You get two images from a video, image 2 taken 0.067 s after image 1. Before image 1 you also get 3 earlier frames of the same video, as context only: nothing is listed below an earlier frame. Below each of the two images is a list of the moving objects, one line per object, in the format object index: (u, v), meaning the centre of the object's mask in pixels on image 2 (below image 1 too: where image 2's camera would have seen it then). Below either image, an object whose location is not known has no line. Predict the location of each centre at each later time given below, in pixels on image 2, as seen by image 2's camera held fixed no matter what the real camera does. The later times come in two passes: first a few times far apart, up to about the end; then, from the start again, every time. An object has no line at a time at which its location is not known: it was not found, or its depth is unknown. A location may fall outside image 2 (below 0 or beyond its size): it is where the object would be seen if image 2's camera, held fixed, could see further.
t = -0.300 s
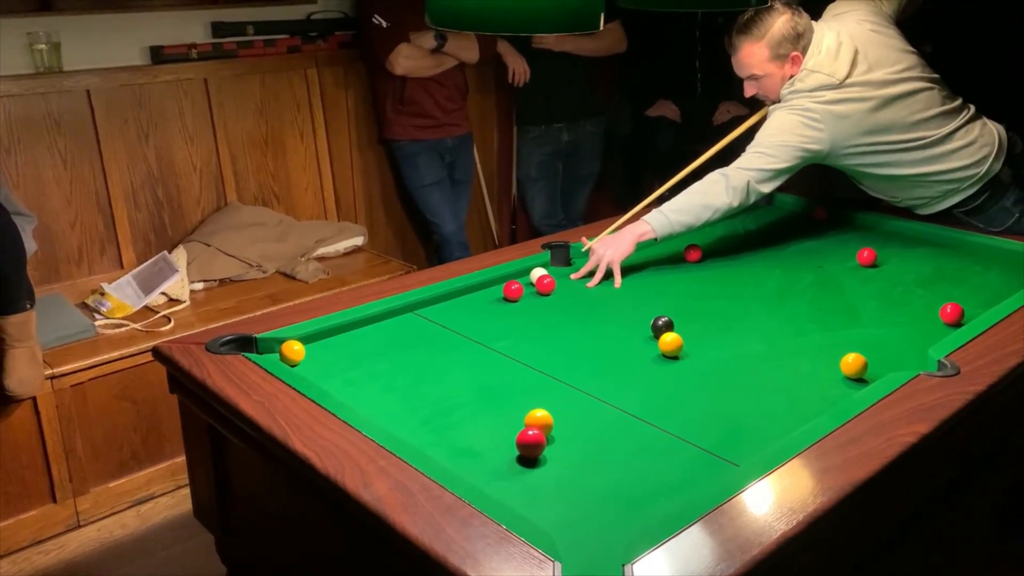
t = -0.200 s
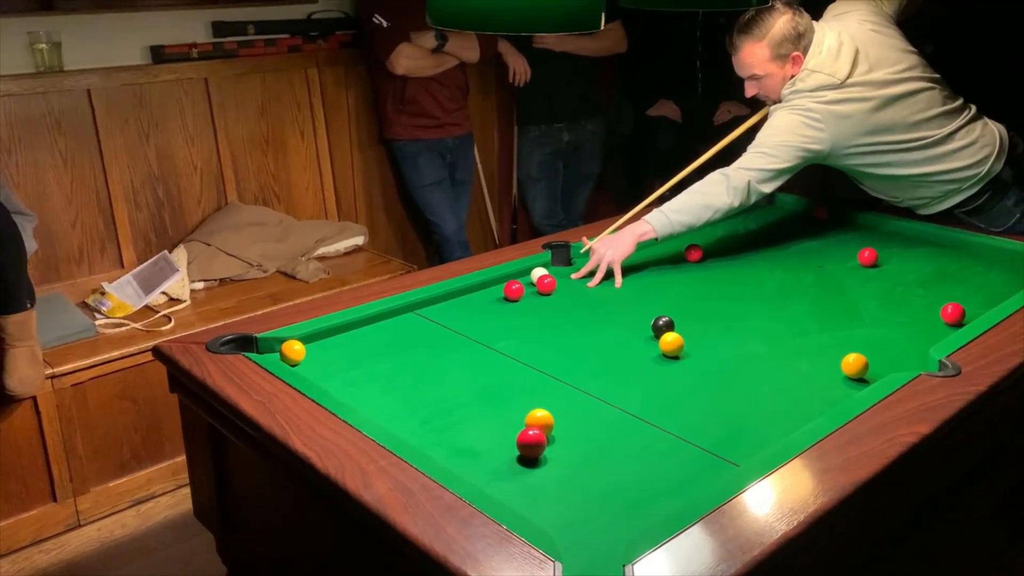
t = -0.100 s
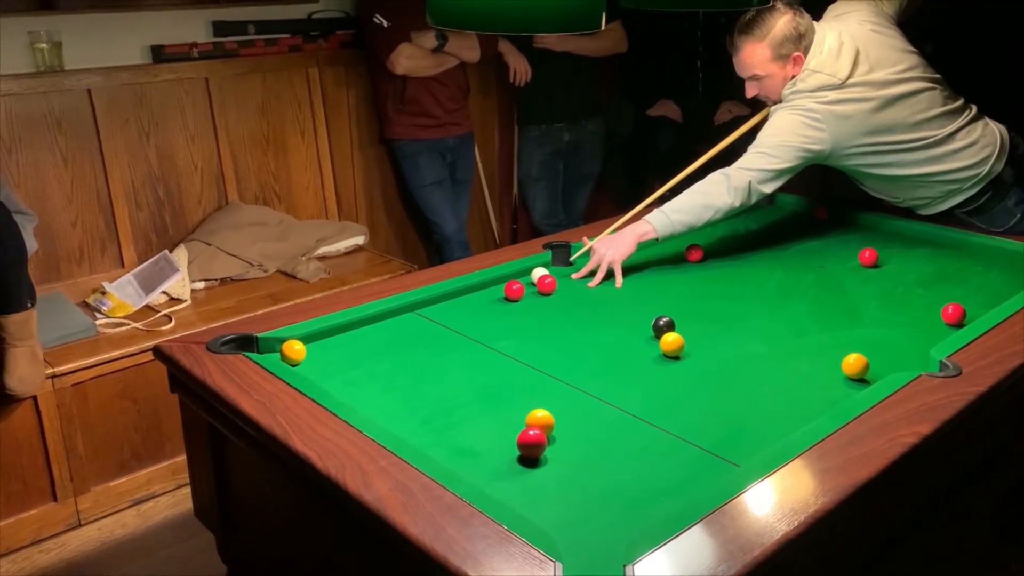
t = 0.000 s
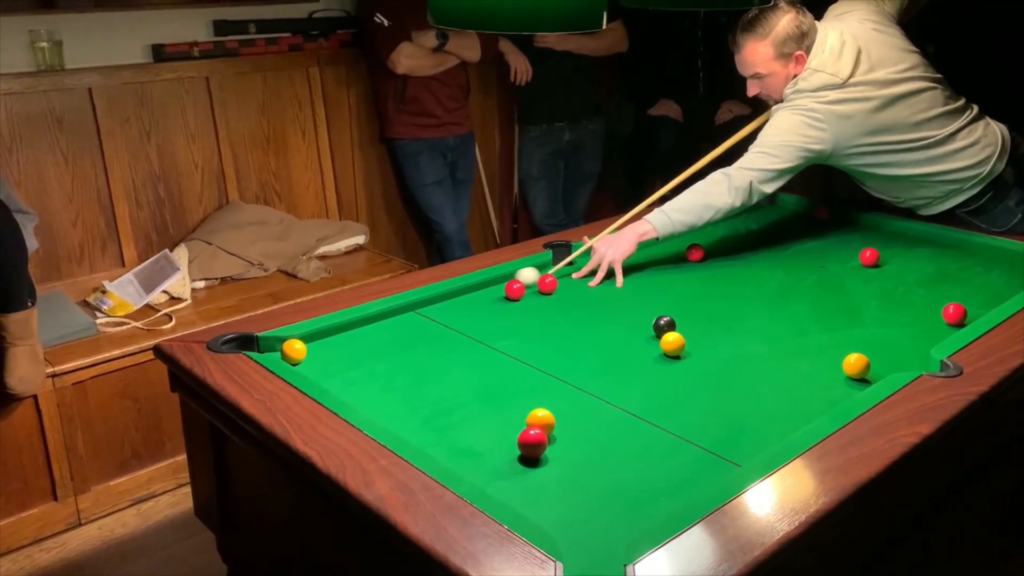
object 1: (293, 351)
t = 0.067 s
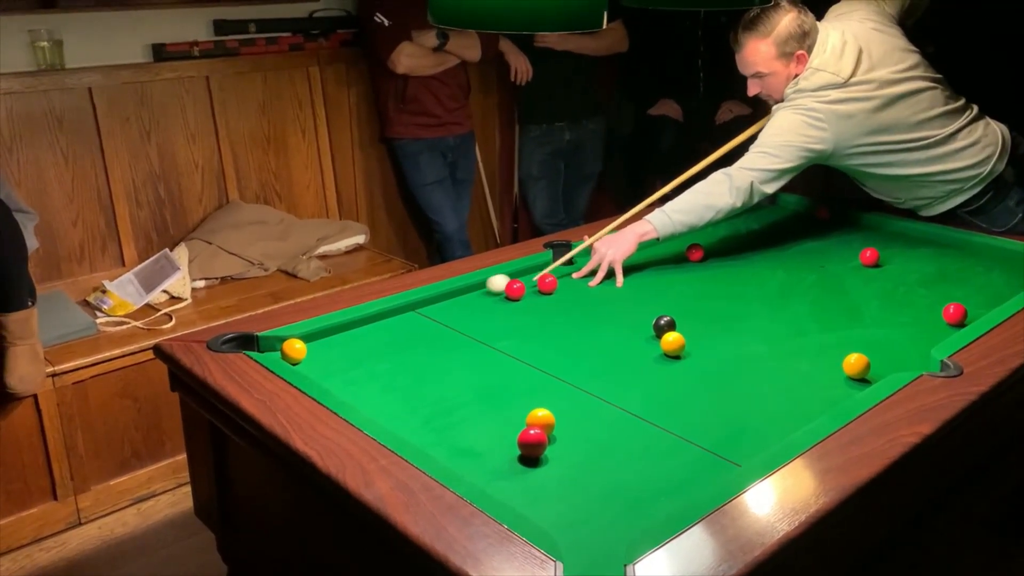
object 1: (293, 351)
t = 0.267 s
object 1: (293, 351)
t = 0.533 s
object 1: (294, 351)
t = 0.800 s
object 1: (290, 354)
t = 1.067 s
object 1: (299, 359)
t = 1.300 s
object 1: (308, 365)
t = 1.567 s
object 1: (316, 370)
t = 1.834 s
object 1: (322, 373)
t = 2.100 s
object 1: (327, 376)
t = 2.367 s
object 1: (331, 378)
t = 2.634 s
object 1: (333, 379)
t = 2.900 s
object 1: (332, 379)
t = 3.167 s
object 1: (332, 379)
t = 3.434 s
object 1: (332, 379)
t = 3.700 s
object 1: (332, 379)
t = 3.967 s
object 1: (332, 379)
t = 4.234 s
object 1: (332, 379)
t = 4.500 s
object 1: (332, 379)
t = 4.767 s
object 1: (331, 379)
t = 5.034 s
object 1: (331, 379)
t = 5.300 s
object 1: (331, 379)
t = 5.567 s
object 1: (331, 379)
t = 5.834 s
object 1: (331, 379)
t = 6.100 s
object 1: (331, 379)
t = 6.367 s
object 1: (331, 379)
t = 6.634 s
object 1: (330, 379)
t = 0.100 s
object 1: (293, 351)
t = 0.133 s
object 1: (293, 351)
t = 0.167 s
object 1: (293, 351)
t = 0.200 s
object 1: (293, 351)
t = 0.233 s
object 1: (293, 351)
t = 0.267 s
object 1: (293, 351)
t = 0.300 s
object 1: (293, 351)
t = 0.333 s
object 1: (293, 351)
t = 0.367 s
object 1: (293, 351)
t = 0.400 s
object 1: (294, 351)
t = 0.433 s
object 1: (293, 351)
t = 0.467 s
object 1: (293, 351)
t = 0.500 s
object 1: (293, 351)
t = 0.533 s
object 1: (294, 351)
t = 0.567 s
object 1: (294, 351)
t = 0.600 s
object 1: (294, 351)
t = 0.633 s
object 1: (294, 351)
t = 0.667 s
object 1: (292, 351)
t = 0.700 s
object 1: (287, 353)
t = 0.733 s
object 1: (288, 353)
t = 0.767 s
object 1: (290, 353)
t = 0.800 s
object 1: (290, 354)
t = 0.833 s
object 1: (292, 355)
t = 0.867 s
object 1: (293, 355)
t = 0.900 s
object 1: (294, 356)
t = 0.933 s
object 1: (295, 356)
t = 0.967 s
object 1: (296, 357)
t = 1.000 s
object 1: (297, 358)
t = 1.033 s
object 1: (298, 359)
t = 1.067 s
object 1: (299, 359)
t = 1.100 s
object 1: (301, 360)
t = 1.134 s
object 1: (302, 361)
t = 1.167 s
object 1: (303, 362)
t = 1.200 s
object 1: (304, 363)
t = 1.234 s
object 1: (306, 363)
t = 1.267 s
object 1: (307, 364)
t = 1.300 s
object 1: (308, 365)
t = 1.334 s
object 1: (309, 365)
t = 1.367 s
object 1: (310, 366)
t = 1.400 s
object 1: (311, 366)
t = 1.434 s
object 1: (312, 367)
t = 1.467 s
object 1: (313, 368)
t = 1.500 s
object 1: (313, 368)
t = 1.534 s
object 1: (315, 369)
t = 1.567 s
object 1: (316, 370)
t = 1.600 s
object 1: (317, 370)
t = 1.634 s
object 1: (317, 370)
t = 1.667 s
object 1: (318, 371)
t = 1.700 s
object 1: (319, 371)
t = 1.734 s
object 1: (319, 372)
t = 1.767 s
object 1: (320, 372)
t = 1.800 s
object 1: (321, 373)
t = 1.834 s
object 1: (322, 373)
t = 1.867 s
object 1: (323, 374)
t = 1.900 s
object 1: (323, 374)
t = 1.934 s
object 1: (324, 374)
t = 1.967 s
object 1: (325, 375)
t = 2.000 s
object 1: (325, 375)
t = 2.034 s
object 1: (326, 376)
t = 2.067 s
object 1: (327, 376)
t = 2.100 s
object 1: (327, 376)
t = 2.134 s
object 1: (328, 377)
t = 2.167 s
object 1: (328, 377)
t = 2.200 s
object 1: (329, 377)
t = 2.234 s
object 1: (329, 377)
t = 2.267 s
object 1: (329, 378)
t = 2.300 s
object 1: (330, 378)
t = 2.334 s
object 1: (330, 378)
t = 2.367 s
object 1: (331, 378)
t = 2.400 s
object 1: (331, 378)
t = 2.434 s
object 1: (331, 379)
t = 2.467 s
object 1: (332, 379)
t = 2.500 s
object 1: (332, 379)
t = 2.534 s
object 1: (332, 379)
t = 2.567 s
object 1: (333, 379)
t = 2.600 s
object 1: (333, 379)
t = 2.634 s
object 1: (333, 379)
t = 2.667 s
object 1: (333, 379)
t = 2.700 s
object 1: (333, 379)
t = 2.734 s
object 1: (332, 379)
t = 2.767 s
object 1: (333, 379)
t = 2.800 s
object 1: (332, 379)
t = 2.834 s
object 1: (332, 379)
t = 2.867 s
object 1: (332, 379)
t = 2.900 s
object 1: (332, 379)
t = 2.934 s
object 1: (332, 379)
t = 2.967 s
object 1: (332, 379)
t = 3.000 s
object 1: (332, 379)
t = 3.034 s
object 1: (332, 379)
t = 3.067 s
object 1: (332, 379)
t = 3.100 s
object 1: (332, 379)
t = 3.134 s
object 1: (332, 379)
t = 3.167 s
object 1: (332, 379)
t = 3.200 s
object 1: (332, 379)
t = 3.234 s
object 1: (332, 379)
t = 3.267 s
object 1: (332, 379)
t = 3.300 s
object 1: (332, 379)
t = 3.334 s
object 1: (332, 379)
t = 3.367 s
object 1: (332, 379)
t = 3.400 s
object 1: (332, 379)
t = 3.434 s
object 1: (332, 379)
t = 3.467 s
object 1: (332, 379)
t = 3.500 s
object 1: (332, 379)
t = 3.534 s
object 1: (332, 379)
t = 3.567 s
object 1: (332, 379)
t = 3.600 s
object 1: (332, 379)
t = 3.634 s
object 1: (332, 379)
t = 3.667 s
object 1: (332, 379)
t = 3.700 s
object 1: (332, 379)
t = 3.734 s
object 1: (332, 379)
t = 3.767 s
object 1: (332, 379)
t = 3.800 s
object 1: (332, 379)
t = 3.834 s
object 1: (332, 379)
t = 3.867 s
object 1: (332, 379)
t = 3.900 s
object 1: (332, 379)
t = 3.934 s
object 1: (332, 379)
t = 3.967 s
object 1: (332, 379)
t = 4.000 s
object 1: (332, 379)
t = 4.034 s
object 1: (332, 379)
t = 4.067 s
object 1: (332, 379)
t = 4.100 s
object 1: (332, 379)
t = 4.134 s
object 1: (332, 379)
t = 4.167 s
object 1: (332, 379)
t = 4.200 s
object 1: (332, 379)
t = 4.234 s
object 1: (332, 379)
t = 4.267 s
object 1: (332, 379)
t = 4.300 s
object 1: (332, 379)
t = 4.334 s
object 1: (332, 379)
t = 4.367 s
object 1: (332, 379)
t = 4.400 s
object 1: (332, 379)
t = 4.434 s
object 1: (332, 379)
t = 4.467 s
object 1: (332, 379)
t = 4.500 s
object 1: (332, 379)
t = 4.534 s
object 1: (332, 379)
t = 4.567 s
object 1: (332, 379)
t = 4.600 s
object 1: (332, 379)
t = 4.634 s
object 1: (332, 379)
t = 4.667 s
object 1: (331, 379)
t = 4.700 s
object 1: (331, 379)
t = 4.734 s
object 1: (331, 379)
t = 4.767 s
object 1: (331, 379)
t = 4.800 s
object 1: (331, 379)
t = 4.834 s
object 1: (331, 379)
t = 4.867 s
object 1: (331, 379)
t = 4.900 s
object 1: (331, 379)
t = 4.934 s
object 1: (331, 379)
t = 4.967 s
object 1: (331, 379)
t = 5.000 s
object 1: (331, 379)
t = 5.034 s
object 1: (331, 379)
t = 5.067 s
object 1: (331, 379)
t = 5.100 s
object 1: (331, 379)
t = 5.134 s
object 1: (331, 379)
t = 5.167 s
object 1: (331, 379)
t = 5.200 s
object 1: (331, 379)
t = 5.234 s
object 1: (331, 379)
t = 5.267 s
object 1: (331, 379)
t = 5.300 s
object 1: (331, 379)
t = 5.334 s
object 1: (331, 379)
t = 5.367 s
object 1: (331, 379)
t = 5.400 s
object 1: (331, 379)
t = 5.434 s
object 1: (331, 379)
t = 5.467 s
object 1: (331, 379)
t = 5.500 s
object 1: (331, 379)
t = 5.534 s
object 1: (331, 379)
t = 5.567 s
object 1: (331, 379)
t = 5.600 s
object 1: (331, 379)
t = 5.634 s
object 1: (331, 379)
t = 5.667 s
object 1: (331, 379)
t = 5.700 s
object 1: (331, 379)
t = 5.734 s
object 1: (331, 379)
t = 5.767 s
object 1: (331, 379)
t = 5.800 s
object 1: (331, 379)
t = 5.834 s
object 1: (331, 379)
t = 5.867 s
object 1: (331, 379)
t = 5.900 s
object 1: (331, 379)
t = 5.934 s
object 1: (331, 379)
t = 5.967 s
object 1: (331, 379)
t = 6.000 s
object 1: (331, 379)
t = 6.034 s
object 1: (331, 379)
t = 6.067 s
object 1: (331, 379)
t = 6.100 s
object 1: (331, 379)
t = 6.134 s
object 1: (331, 379)
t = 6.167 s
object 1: (331, 379)
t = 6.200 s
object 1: (331, 379)
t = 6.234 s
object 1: (331, 379)
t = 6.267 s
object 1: (331, 379)
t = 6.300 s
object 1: (331, 379)
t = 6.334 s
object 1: (331, 379)
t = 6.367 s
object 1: (331, 379)
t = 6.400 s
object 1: (331, 379)
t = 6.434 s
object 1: (331, 379)
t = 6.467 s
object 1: (330, 379)
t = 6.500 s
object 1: (330, 379)
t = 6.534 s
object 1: (330, 379)
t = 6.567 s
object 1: (330, 379)
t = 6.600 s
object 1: (330, 379)
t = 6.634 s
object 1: (330, 379)
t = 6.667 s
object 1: (330, 379)
